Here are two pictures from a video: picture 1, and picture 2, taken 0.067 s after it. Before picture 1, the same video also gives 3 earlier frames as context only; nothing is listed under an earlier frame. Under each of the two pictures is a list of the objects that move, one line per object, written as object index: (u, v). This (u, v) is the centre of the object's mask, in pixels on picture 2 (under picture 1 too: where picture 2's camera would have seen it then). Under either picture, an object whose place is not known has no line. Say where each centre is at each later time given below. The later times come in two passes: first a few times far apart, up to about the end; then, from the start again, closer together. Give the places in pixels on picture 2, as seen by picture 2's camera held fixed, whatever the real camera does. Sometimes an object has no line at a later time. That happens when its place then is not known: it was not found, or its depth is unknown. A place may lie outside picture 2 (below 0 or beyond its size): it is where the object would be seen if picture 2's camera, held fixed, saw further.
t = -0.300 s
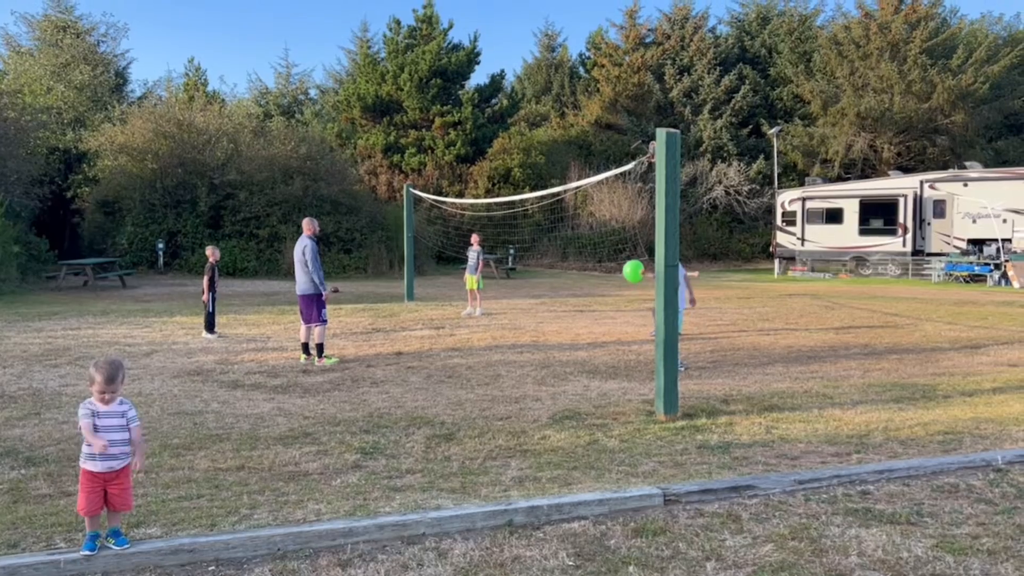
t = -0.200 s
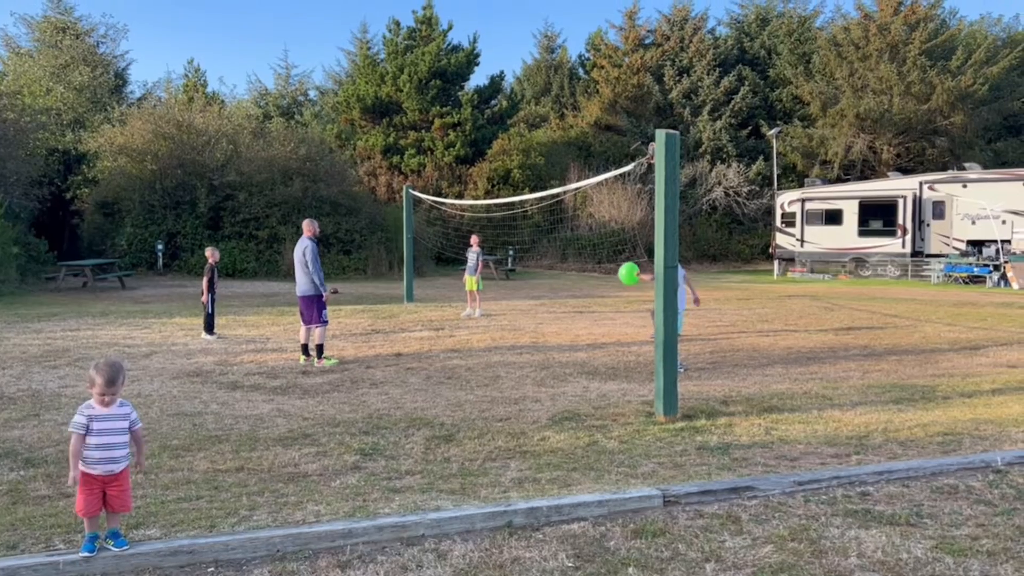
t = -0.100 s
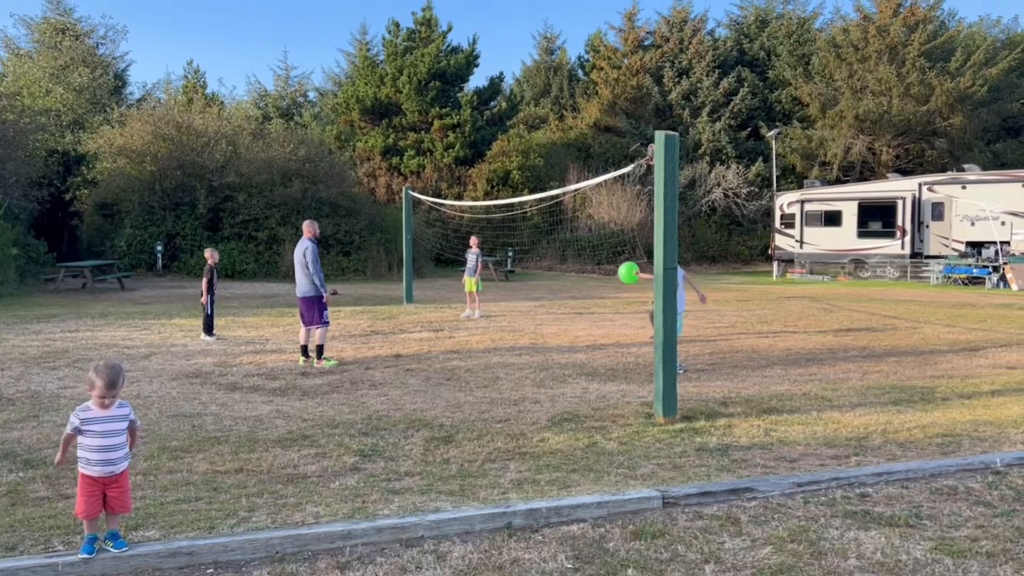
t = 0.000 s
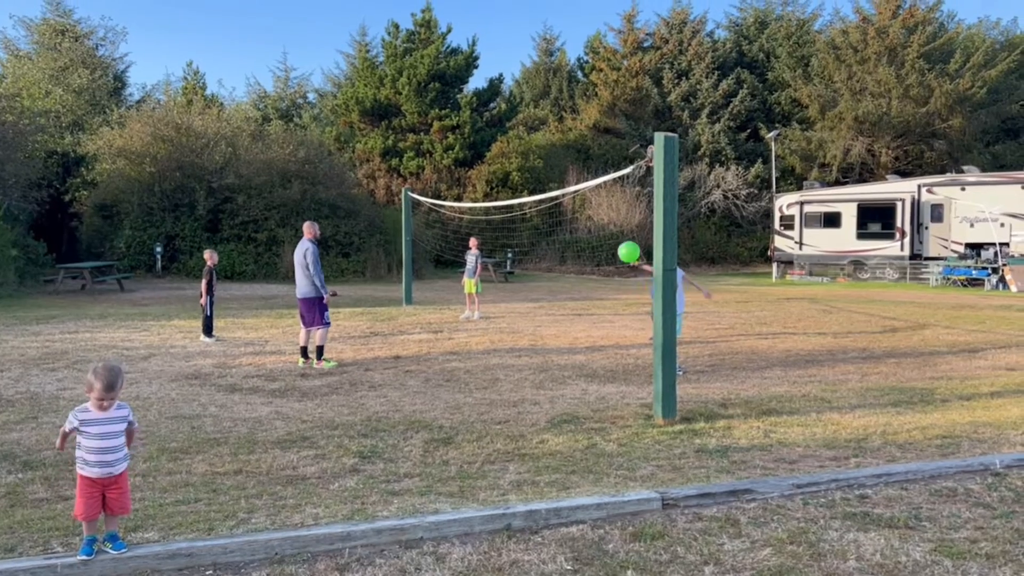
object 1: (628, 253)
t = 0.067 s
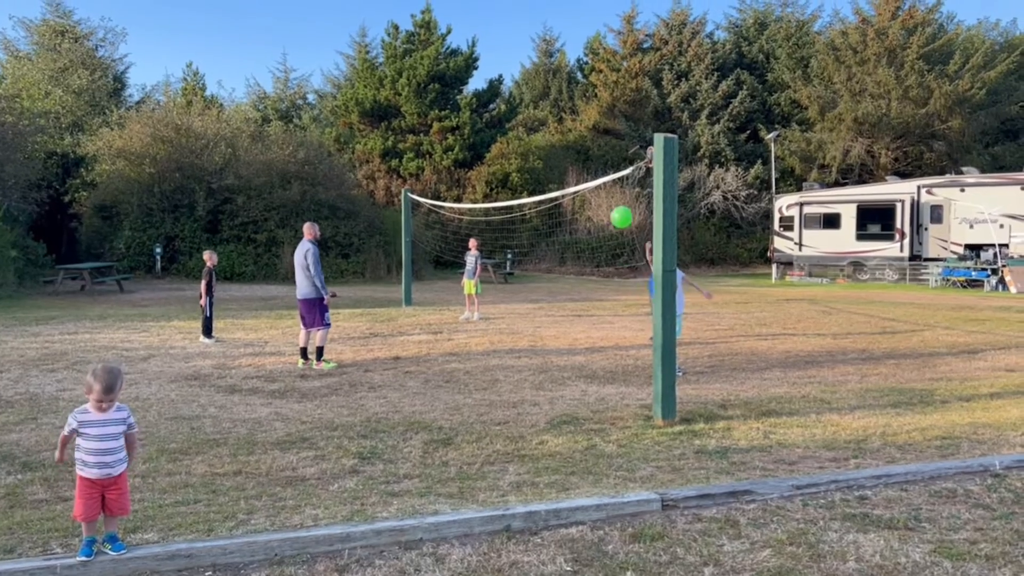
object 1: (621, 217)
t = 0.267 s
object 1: (601, 127)
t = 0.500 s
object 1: (582, 53)
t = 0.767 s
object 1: (568, 10)
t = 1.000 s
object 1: (561, 6)
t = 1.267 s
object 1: (555, 42)
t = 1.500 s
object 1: (551, 105)
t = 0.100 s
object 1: (618, 200)
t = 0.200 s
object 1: (608, 154)
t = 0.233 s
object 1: (604, 140)
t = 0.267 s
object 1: (601, 127)
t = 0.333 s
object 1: (595, 103)
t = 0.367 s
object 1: (592, 91)
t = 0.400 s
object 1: (589, 81)
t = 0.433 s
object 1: (587, 71)
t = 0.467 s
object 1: (584, 62)
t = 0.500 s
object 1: (582, 53)
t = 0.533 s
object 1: (580, 45)
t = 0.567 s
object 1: (578, 38)
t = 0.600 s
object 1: (576, 32)
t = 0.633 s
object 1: (574, 26)
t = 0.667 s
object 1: (572, 21)
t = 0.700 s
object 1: (571, 17)
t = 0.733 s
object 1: (570, 13)
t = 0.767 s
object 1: (568, 10)
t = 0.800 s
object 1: (567, 7)
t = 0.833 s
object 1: (566, 5)
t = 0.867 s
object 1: (565, 4)
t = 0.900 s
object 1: (563, 3)
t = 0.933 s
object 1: (562, 3)
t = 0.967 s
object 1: (561, 4)
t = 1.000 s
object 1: (561, 6)
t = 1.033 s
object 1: (560, 8)
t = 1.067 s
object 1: (559, 11)
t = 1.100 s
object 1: (558, 14)
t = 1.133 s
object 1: (557, 18)
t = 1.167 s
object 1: (556, 24)
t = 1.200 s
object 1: (556, 29)
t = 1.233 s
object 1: (555, 36)
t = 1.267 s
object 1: (555, 42)
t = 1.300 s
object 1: (554, 49)
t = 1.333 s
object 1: (553, 57)
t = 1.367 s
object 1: (553, 65)
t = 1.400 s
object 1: (552, 75)
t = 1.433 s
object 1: (552, 84)
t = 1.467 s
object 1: (551, 94)
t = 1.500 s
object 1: (551, 105)
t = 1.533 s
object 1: (551, 117)
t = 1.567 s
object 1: (551, 129)
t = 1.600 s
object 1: (551, 141)
